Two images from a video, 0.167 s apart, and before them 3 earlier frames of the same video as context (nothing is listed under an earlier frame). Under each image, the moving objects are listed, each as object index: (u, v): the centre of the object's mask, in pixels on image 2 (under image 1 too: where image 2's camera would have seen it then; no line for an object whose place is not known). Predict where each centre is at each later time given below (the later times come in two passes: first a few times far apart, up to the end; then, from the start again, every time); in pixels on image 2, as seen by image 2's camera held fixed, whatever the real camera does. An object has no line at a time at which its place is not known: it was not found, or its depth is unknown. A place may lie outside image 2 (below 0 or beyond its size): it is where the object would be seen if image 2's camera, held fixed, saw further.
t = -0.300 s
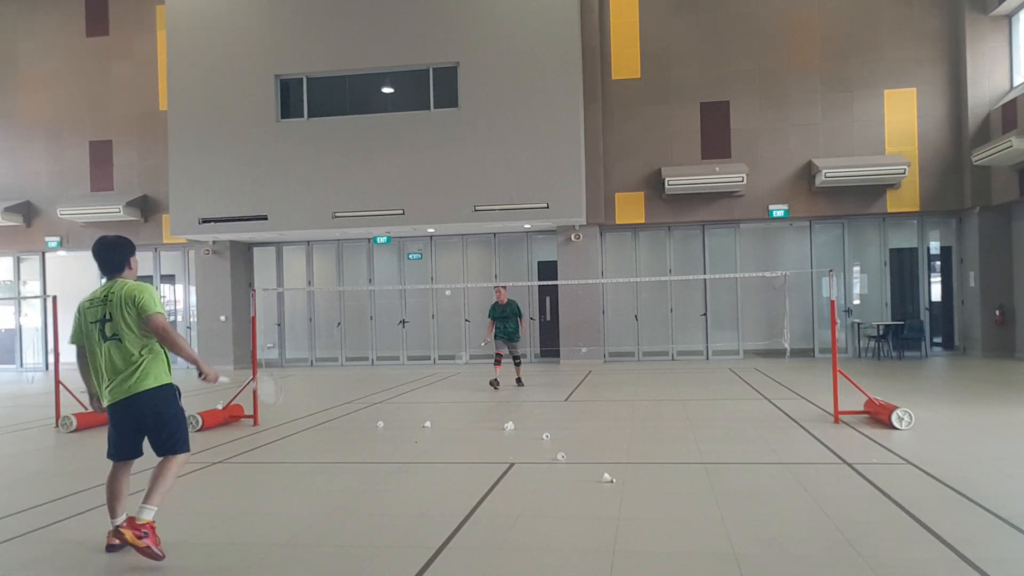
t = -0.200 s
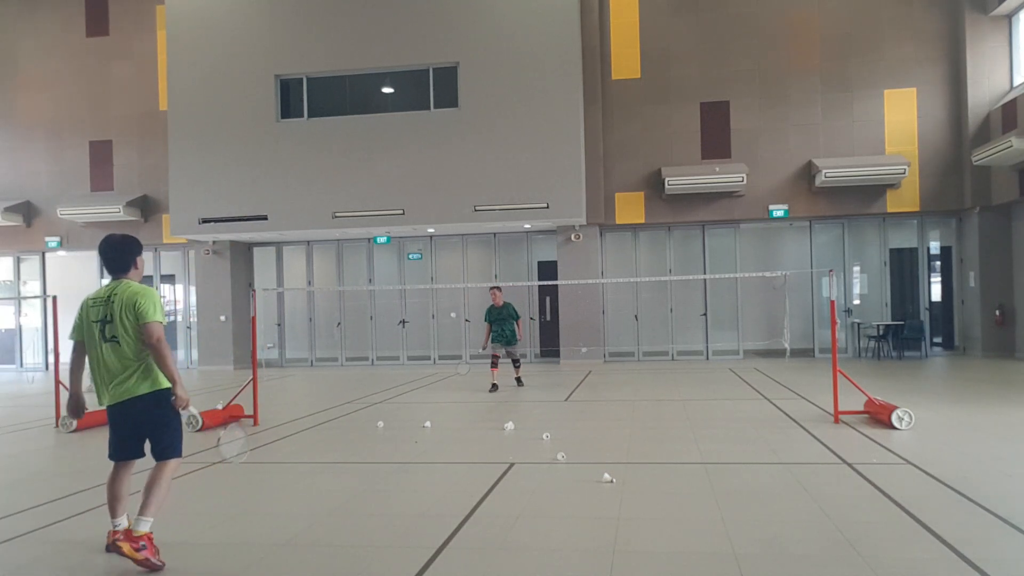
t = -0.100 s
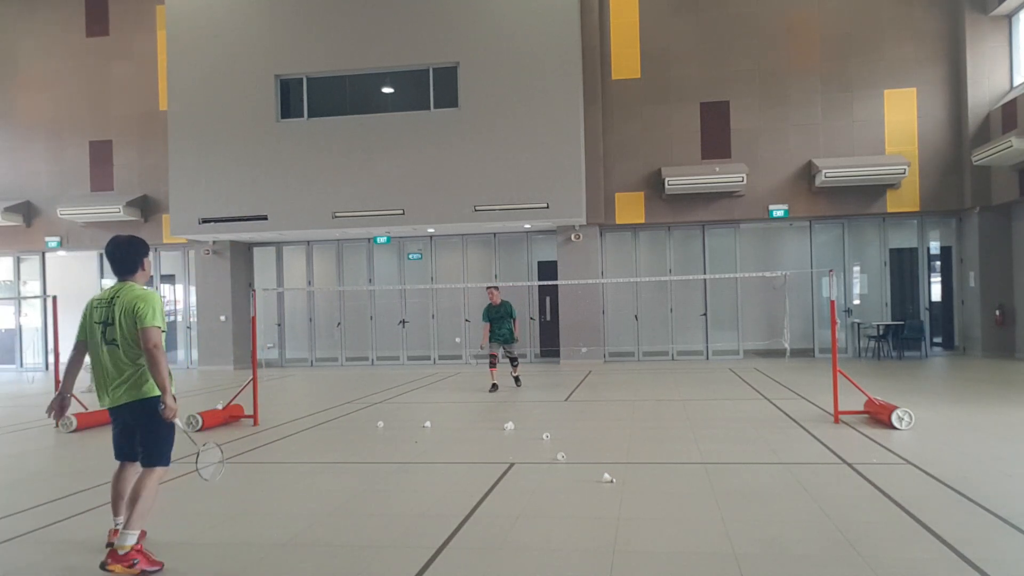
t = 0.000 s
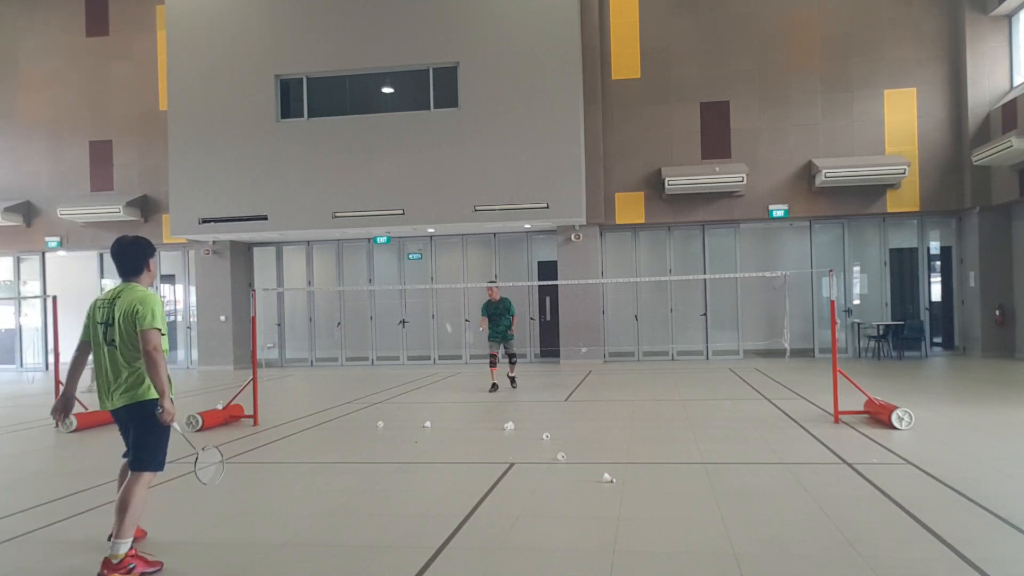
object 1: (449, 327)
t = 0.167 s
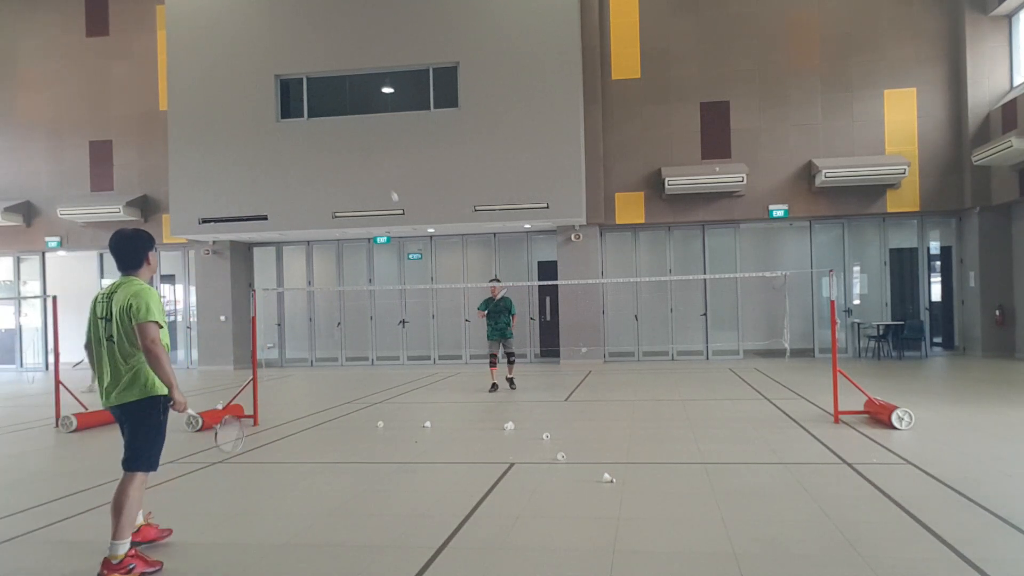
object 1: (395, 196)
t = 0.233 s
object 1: (375, 154)
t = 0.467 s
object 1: (306, 41)
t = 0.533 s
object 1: (285, 18)
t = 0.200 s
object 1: (385, 175)
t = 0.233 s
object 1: (375, 154)
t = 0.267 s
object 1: (367, 135)
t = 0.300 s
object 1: (355, 117)
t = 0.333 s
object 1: (346, 99)
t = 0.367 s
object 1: (336, 83)
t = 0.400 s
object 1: (326, 68)
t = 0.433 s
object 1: (316, 53)
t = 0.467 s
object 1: (306, 41)
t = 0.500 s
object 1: (296, 29)
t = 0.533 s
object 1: (285, 18)
